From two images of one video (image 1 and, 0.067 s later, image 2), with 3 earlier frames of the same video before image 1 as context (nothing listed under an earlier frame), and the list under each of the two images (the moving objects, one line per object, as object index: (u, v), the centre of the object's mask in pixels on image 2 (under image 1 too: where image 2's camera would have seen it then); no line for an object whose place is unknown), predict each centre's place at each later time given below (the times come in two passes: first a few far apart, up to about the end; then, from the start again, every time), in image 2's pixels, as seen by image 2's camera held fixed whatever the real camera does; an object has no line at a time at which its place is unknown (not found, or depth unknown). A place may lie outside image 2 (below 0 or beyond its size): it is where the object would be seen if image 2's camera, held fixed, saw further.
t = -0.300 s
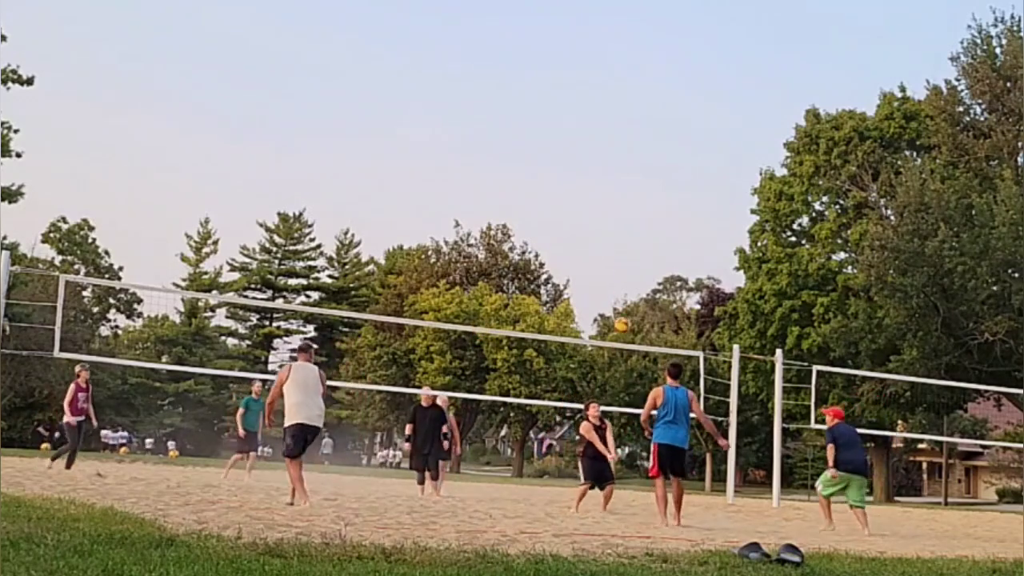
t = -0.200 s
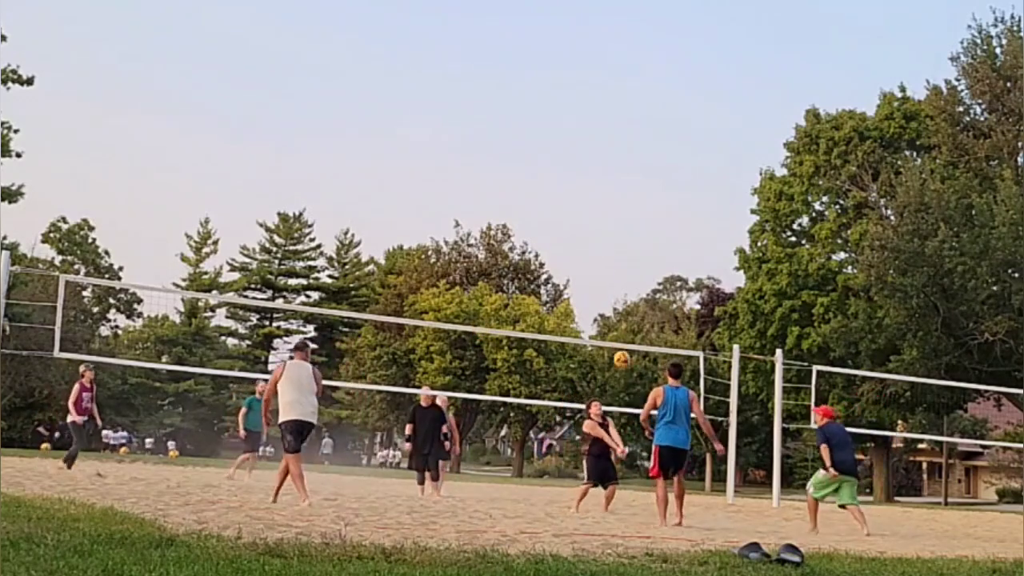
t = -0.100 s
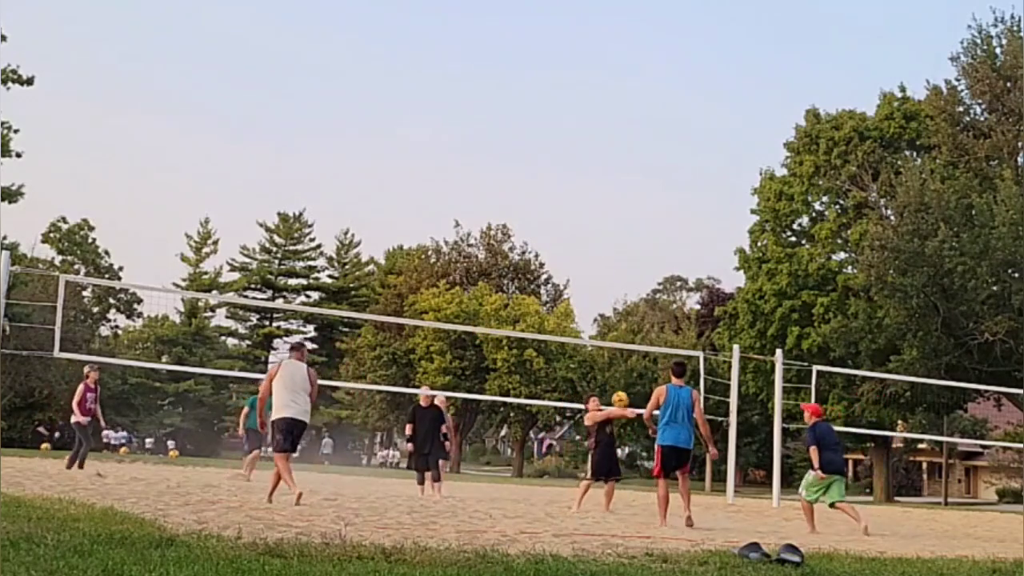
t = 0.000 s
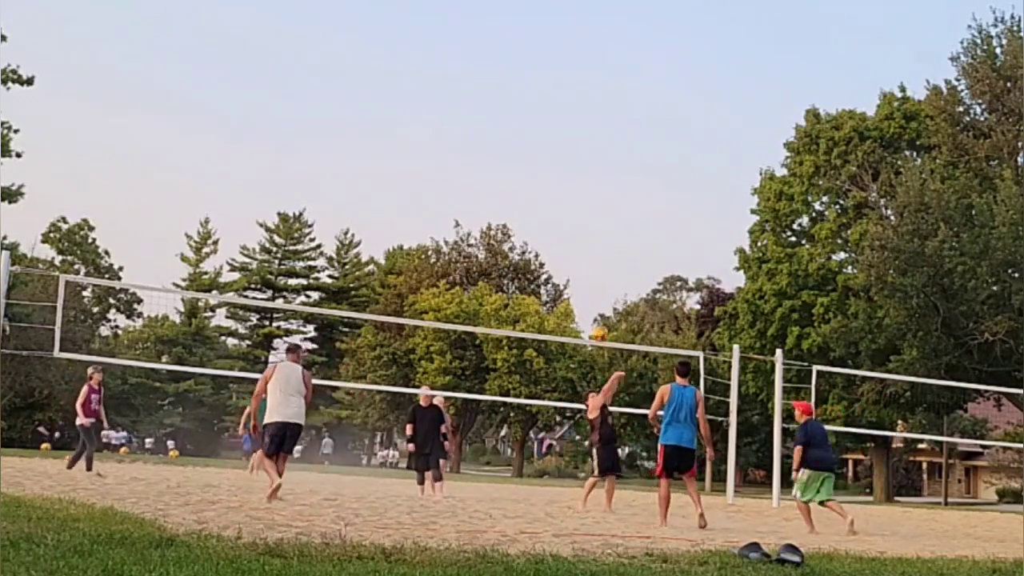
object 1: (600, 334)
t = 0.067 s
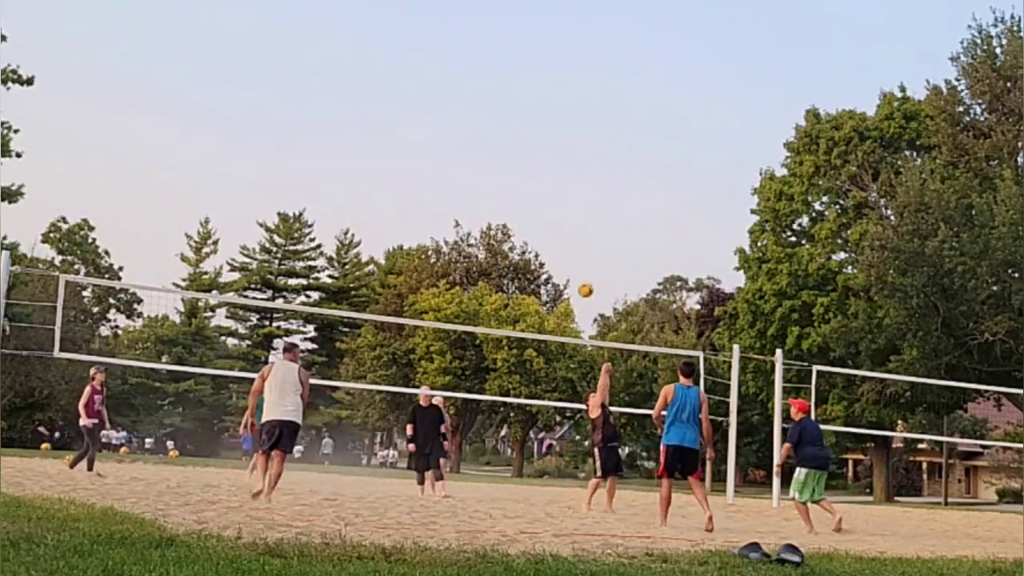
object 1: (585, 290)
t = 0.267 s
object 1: (542, 184)
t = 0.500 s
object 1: (491, 103)
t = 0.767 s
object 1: (431, 62)
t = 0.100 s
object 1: (578, 270)
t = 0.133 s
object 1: (571, 250)
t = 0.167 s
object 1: (563, 232)
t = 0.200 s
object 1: (556, 215)
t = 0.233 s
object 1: (549, 199)
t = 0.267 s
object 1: (542, 184)
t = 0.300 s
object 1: (535, 169)
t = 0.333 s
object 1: (527, 156)
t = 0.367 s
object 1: (520, 144)
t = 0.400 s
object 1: (513, 132)
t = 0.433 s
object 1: (505, 121)
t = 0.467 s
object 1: (498, 112)
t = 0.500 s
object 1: (491, 103)
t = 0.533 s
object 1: (483, 95)
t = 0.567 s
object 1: (476, 87)
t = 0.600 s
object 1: (468, 81)
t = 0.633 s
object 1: (461, 76)
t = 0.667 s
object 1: (454, 71)
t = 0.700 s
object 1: (446, 67)
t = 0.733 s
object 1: (438, 64)
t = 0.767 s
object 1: (431, 62)
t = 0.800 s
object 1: (424, 61)
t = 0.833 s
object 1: (416, 60)
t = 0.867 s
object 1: (409, 60)
